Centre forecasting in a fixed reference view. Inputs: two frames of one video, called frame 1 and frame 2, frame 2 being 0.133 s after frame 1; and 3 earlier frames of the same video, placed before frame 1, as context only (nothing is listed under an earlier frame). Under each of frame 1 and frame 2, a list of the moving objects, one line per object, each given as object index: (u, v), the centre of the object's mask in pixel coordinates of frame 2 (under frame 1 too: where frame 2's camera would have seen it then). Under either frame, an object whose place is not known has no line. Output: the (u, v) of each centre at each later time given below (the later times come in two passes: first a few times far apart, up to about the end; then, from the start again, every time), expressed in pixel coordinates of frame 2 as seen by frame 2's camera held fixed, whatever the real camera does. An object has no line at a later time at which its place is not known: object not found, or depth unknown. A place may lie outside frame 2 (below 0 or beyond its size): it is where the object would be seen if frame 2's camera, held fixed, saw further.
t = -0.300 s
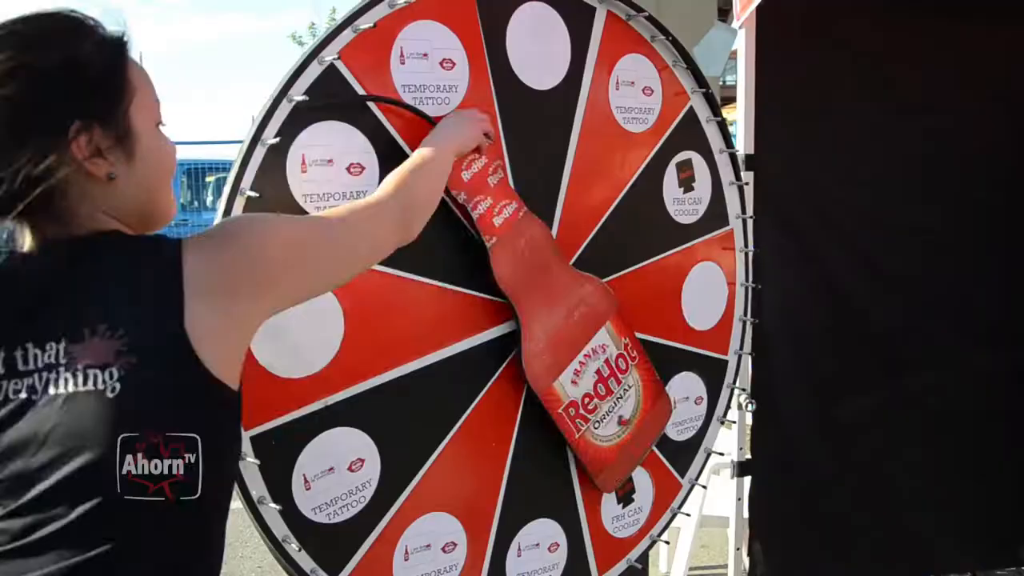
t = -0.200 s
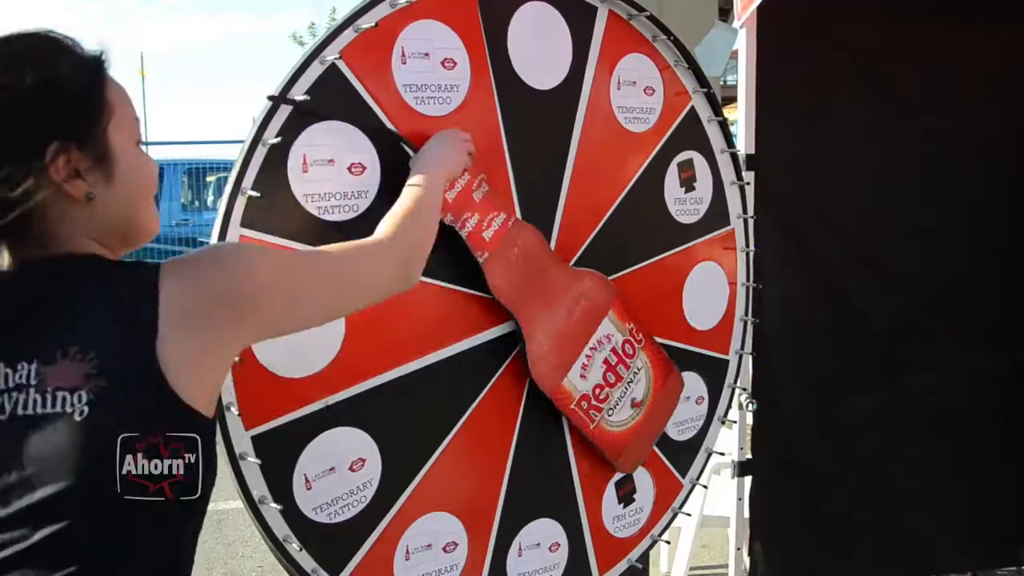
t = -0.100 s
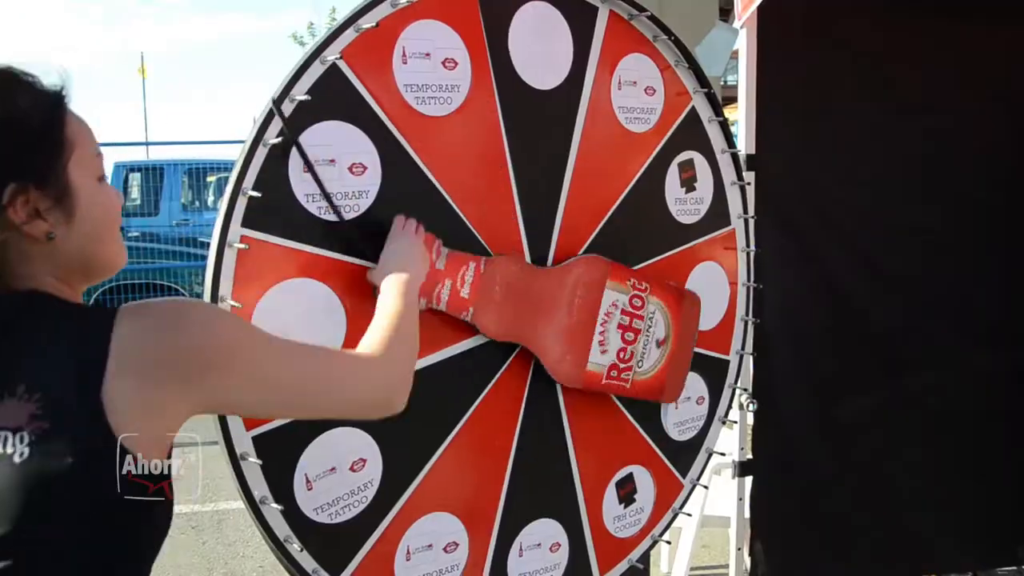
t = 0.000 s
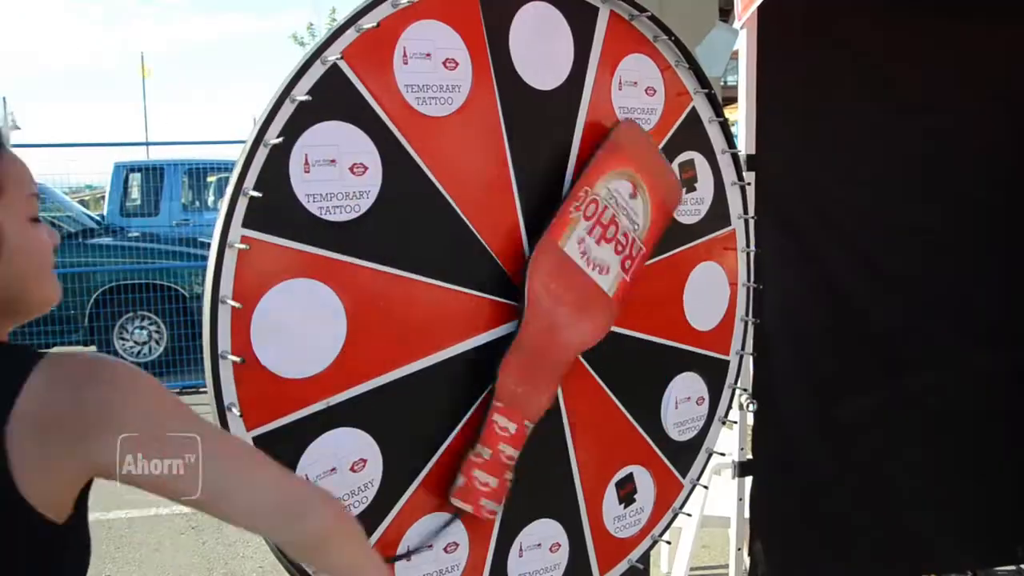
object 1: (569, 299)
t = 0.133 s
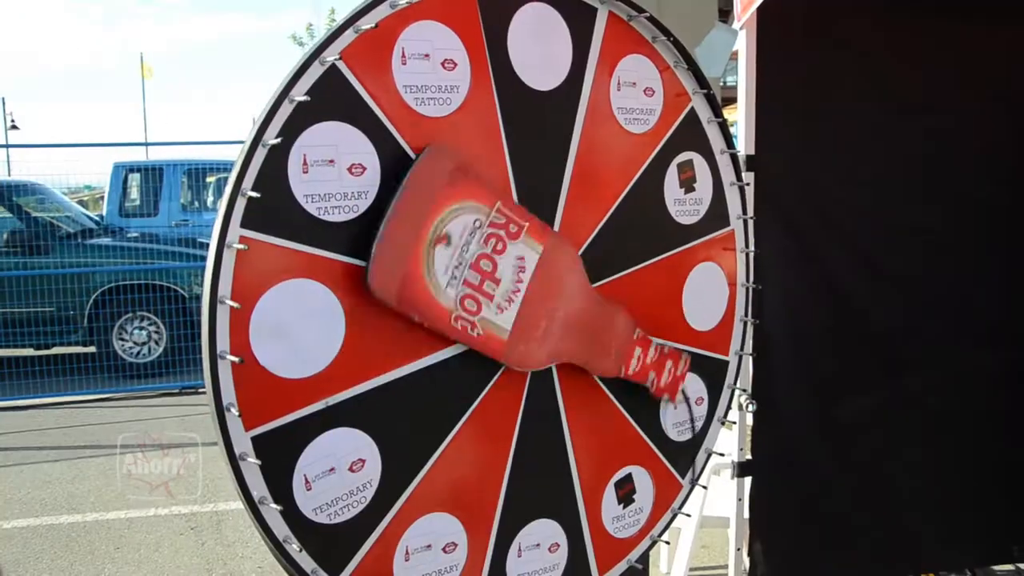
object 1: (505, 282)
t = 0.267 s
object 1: (540, 361)
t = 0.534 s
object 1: (564, 309)
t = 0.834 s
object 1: (497, 321)
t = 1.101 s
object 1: (561, 339)
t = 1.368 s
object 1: (555, 314)
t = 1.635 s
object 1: (566, 302)
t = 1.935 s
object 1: (564, 277)
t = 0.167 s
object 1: (496, 314)
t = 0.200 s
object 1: (503, 344)
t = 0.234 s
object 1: (520, 362)
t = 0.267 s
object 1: (540, 361)
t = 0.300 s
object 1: (556, 349)
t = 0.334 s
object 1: (563, 334)
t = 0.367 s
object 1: (562, 319)
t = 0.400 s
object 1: (557, 312)
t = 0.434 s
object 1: (553, 313)
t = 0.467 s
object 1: (554, 316)
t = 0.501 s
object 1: (558, 315)
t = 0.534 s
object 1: (564, 309)
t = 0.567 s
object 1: (568, 296)
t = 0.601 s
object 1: (567, 282)
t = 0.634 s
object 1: (560, 270)
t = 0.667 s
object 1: (548, 262)
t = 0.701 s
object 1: (534, 260)
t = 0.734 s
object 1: (519, 267)
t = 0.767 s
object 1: (506, 281)
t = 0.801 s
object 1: (499, 301)
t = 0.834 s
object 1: (497, 321)
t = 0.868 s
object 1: (501, 338)
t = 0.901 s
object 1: (510, 351)
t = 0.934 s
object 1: (519, 360)
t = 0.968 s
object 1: (531, 362)
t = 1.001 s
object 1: (541, 359)
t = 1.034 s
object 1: (550, 353)
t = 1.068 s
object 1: (556, 348)
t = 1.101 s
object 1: (561, 339)
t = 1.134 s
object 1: (563, 331)
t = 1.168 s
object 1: (563, 324)
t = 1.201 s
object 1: (561, 318)
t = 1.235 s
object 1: (559, 316)
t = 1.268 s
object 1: (557, 314)
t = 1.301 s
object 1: (556, 314)
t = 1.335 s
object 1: (555, 314)
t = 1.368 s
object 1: (555, 314)
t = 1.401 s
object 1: (556, 315)
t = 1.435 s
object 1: (557, 315)
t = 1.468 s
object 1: (559, 314)
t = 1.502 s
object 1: (561, 313)
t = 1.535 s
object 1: (562, 310)
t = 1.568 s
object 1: (564, 308)
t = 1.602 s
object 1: (565, 305)
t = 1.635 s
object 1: (566, 302)
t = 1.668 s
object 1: (567, 298)
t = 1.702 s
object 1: (567, 295)
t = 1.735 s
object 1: (568, 291)
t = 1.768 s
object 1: (567, 288)
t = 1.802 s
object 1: (567, 286)
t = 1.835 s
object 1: (566, 283)
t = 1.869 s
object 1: (565, 280)
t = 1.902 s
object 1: (565, 278)
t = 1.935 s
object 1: (564, 277)
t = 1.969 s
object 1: (563, 275)
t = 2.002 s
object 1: (562, 274)
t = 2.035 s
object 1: (562, 273)
